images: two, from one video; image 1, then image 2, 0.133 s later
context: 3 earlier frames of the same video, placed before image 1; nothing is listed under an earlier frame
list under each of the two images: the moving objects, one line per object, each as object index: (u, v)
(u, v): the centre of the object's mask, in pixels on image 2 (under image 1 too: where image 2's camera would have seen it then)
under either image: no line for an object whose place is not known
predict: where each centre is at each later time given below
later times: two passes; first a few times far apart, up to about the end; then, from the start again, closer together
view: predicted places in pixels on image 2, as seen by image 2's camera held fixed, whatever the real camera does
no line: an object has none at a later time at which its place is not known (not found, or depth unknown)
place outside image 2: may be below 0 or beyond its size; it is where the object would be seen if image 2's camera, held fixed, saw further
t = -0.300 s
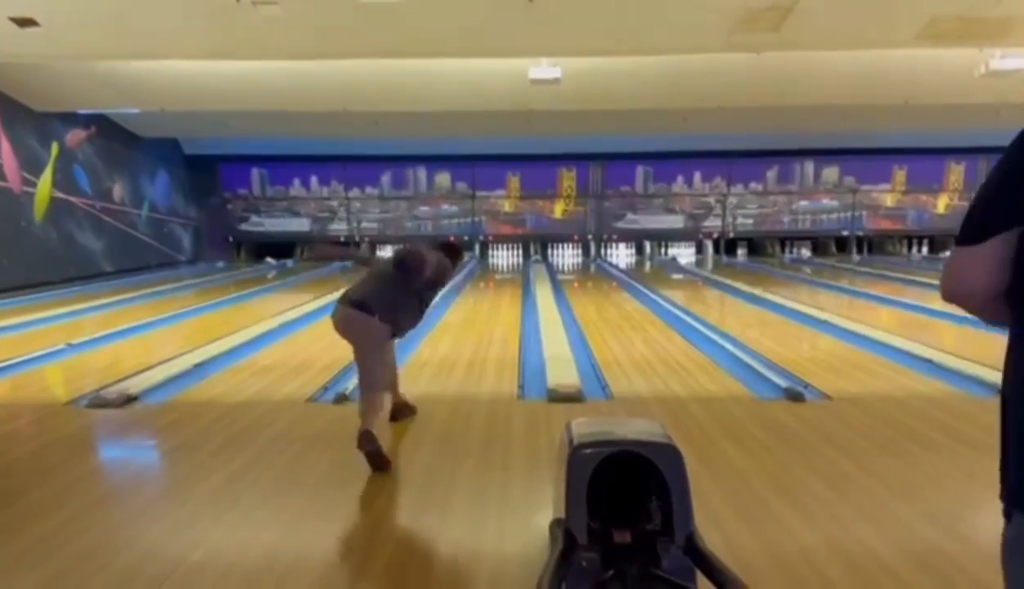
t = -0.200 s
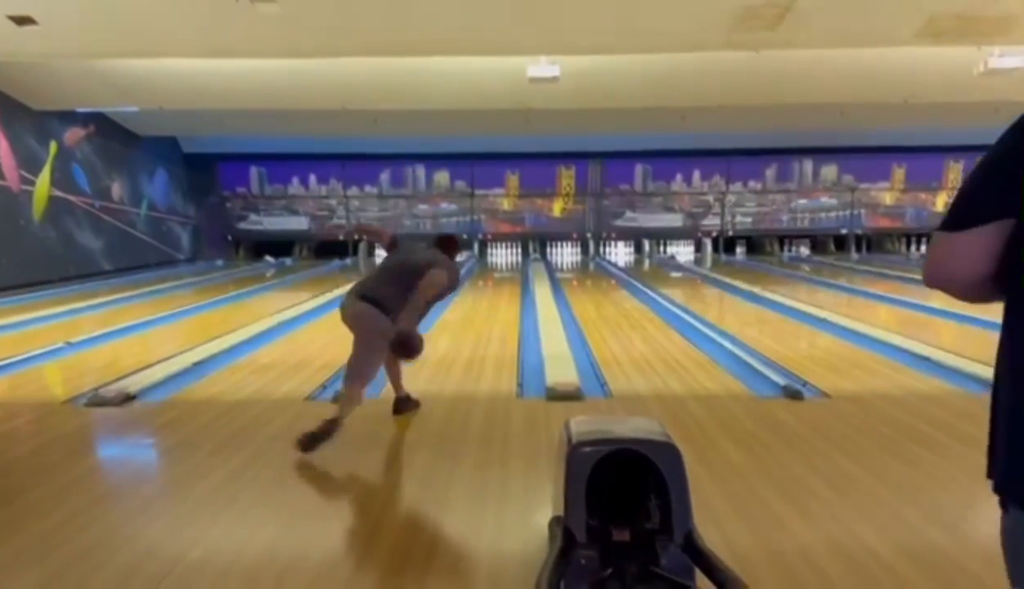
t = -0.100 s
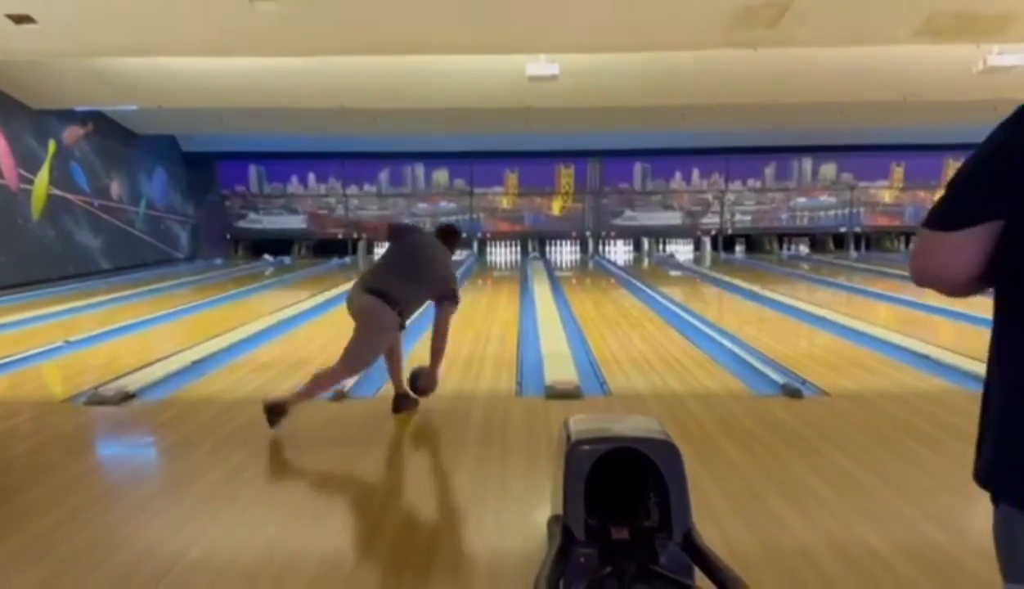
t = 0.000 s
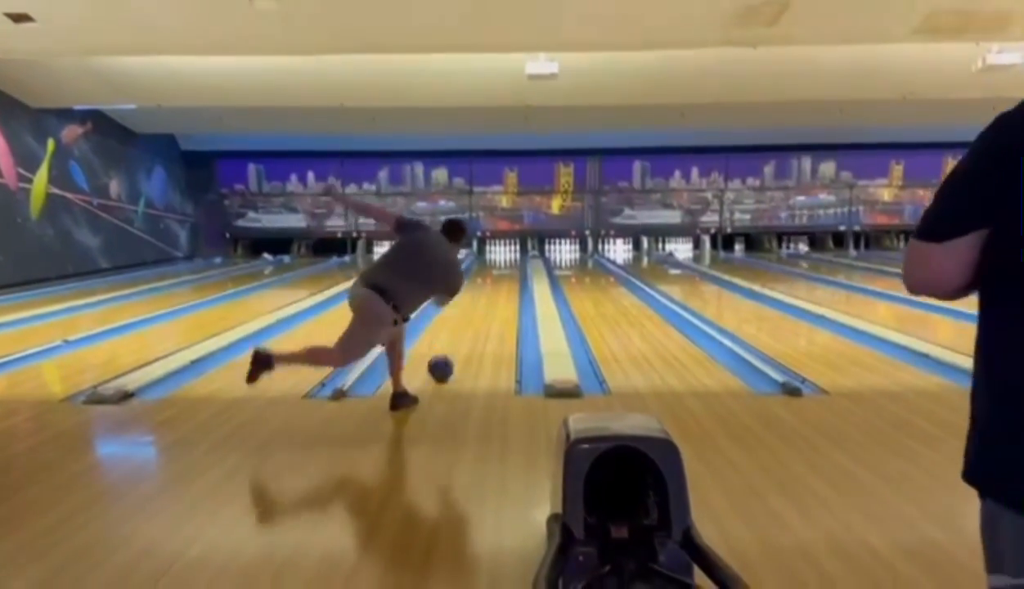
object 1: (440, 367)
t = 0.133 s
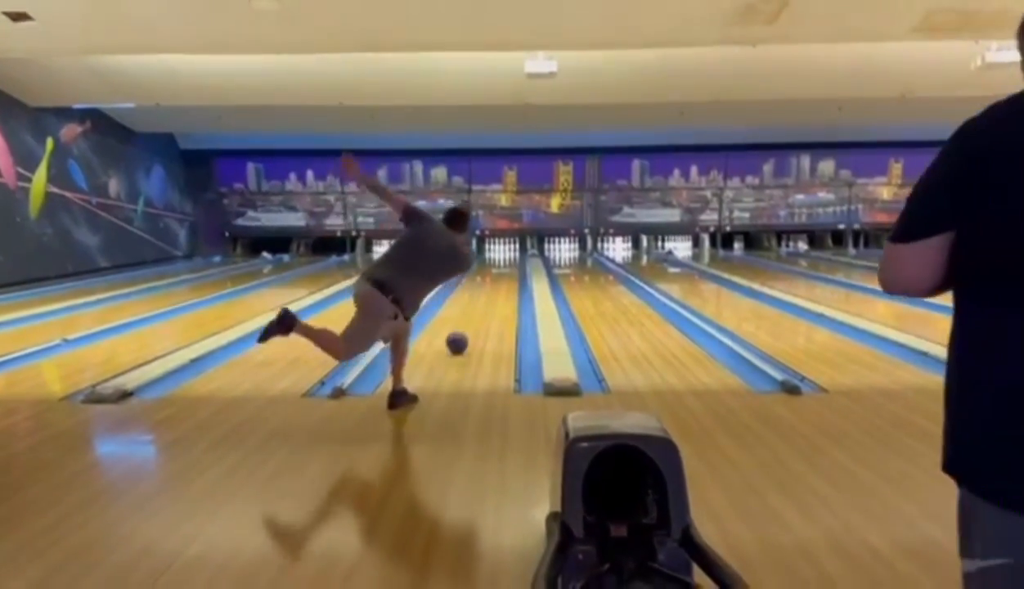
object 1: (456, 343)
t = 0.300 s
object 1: (472, 321)
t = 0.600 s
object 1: (491, 296)
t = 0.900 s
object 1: (501, 278)
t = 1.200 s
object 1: (506, 269)
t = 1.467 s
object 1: (508, 261)
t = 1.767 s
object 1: (508, 254)
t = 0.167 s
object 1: (460, 337)
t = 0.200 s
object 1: (464, 333)
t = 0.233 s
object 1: (467, 329)
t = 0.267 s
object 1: (470, 325)
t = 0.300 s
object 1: (472, 321)
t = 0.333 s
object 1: (474, 317)
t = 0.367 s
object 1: (477, 314)
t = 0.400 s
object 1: (479, 311)
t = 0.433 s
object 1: (482, 309)
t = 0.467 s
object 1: (484, 306)
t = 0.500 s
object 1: (486, 303)
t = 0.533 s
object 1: (488, 301)
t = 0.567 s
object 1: (489, 298)
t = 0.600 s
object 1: (491, 296)
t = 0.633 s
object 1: (491, 293)
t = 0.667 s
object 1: (493, 291)
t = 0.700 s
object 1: (494, 289)
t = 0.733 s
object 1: (495, 288)
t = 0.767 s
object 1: (496, 287)
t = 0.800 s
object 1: (497, 285)
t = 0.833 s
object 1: (498, 283)
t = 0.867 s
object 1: (499, 281)
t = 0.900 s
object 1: (501, 278)
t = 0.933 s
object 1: (501, 277)
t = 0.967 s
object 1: (502, 276)
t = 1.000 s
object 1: (503, 275)
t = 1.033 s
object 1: (503, 274)
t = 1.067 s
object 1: (504, 273)
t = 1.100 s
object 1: (504, 271)
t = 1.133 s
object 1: (505, 271)
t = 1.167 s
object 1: (505, 270)
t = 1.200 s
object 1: (506, 269)
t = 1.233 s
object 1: (507, 268)
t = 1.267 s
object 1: (508, 267)
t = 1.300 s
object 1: (508, 266)
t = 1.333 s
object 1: (508, 265)
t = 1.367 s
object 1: (508, 265)
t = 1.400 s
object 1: (508, 263)
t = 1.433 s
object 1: (508, 263)
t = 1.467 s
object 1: (508, 261)
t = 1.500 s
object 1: (509, 261)
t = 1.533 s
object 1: (508, 259)
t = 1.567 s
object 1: (508, 259)
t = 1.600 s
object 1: (509, 258)
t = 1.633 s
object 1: (509, 258)
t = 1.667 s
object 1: (509, 256)
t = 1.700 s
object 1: (513, 256)
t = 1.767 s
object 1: (508, 254)
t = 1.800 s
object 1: (508, 253)
